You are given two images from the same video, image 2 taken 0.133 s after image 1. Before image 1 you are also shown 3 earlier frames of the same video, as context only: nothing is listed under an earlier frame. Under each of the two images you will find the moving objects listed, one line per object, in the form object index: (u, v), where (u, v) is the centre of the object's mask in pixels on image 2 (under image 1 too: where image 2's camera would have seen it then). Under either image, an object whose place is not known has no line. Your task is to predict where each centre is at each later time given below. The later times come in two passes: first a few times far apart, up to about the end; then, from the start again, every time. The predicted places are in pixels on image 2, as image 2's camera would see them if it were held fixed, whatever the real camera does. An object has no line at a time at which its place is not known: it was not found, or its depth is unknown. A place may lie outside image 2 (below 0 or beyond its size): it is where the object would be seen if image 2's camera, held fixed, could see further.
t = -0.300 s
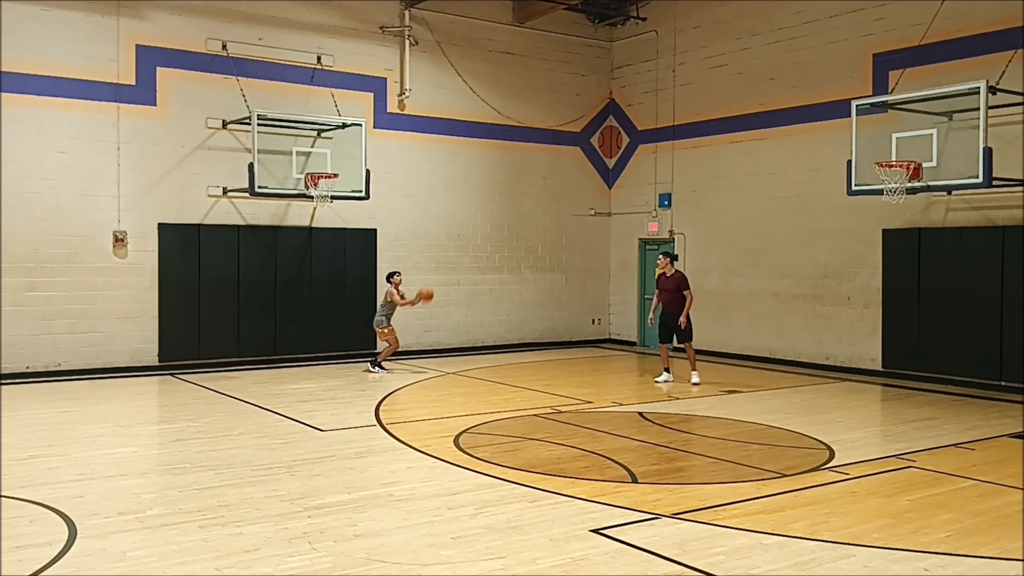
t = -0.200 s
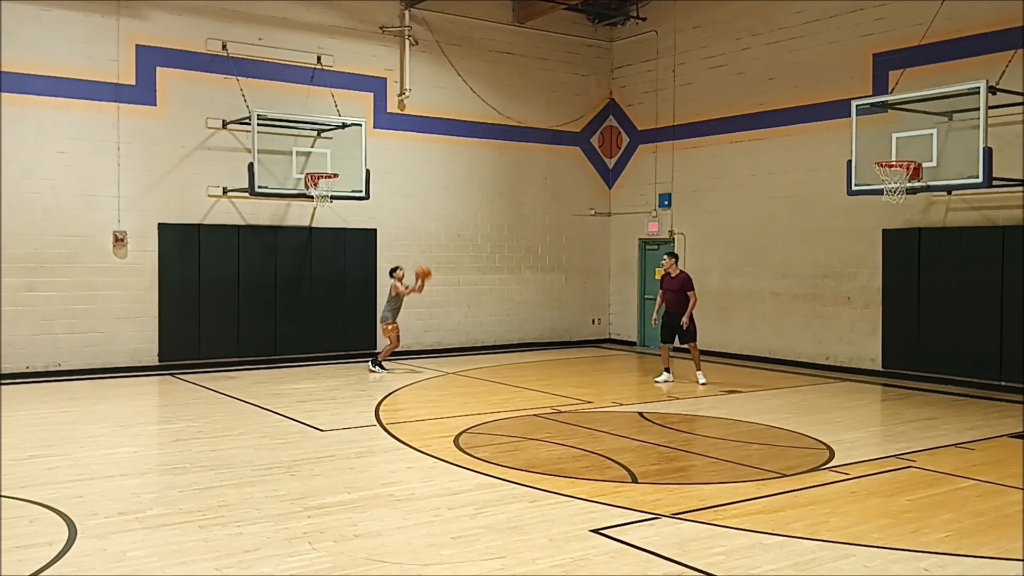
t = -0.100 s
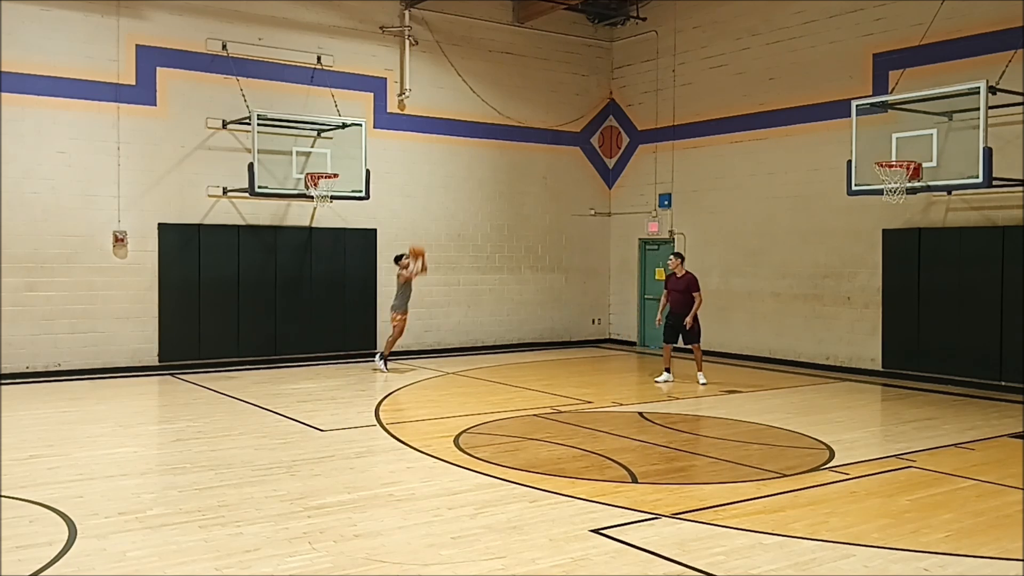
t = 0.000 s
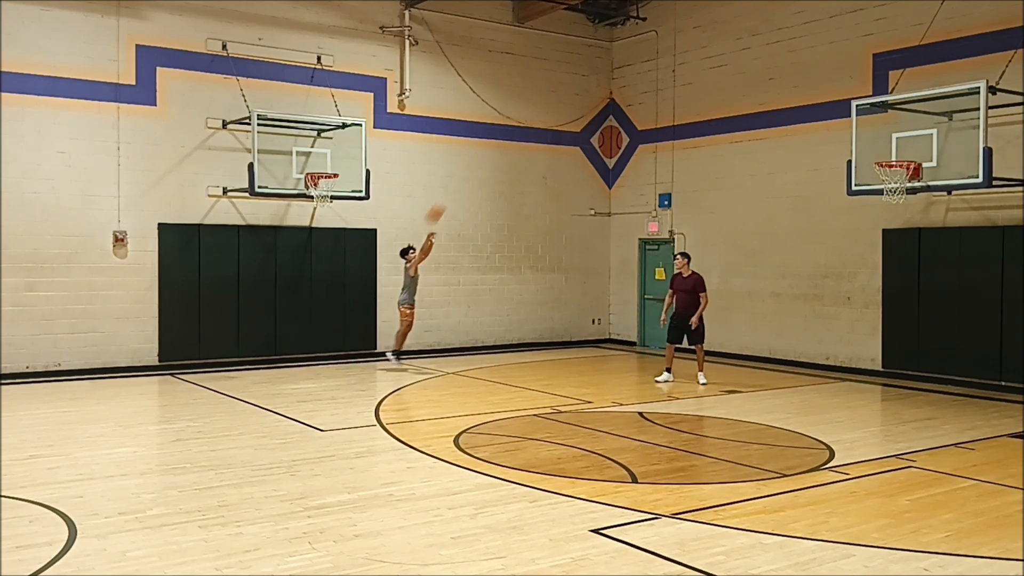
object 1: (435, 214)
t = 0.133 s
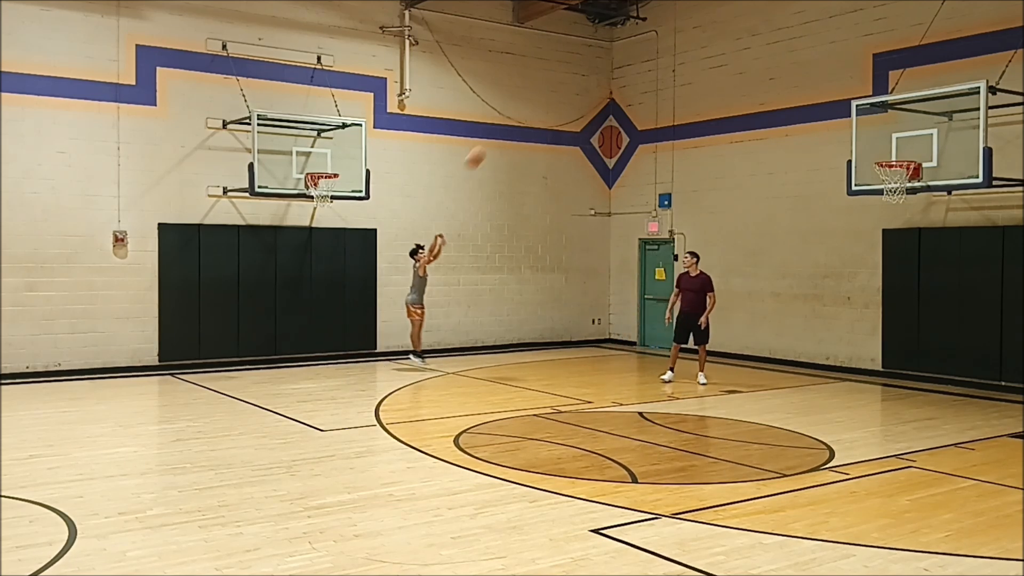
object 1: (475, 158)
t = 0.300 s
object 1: (527, 102)
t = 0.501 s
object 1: (591, 57)
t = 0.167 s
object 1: (485, 145)
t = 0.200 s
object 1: (496, 132)
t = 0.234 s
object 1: (506, 123)
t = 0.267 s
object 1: (516, 111)
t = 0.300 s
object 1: (527, 102)
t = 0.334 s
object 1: (537, 93)
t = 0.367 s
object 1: (547, 85)
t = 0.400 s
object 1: (557, 77)
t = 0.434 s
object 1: (569, 69)
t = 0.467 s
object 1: (580, 63)
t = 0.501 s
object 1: (591, 57)
